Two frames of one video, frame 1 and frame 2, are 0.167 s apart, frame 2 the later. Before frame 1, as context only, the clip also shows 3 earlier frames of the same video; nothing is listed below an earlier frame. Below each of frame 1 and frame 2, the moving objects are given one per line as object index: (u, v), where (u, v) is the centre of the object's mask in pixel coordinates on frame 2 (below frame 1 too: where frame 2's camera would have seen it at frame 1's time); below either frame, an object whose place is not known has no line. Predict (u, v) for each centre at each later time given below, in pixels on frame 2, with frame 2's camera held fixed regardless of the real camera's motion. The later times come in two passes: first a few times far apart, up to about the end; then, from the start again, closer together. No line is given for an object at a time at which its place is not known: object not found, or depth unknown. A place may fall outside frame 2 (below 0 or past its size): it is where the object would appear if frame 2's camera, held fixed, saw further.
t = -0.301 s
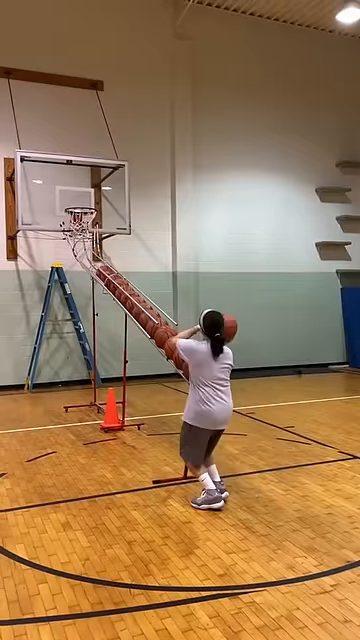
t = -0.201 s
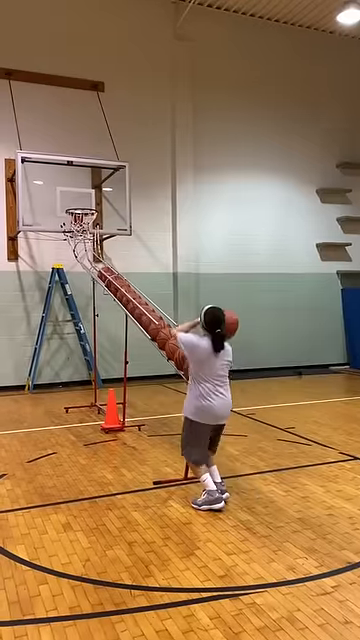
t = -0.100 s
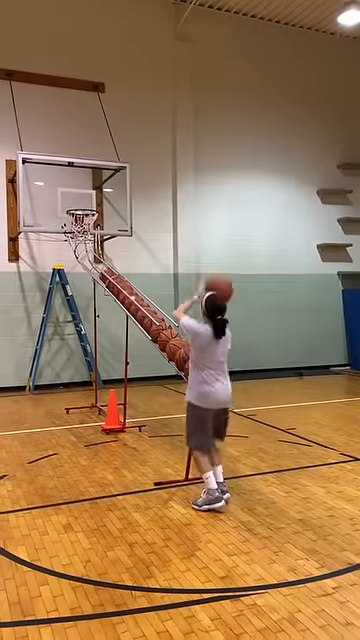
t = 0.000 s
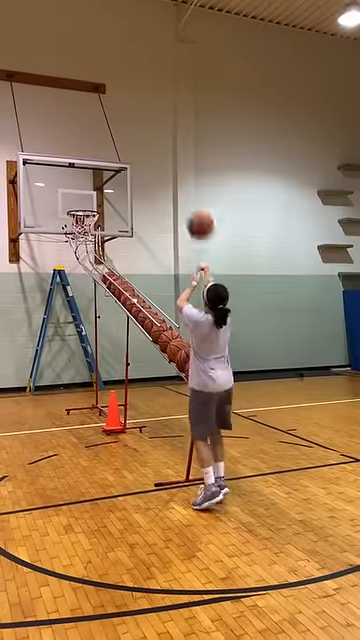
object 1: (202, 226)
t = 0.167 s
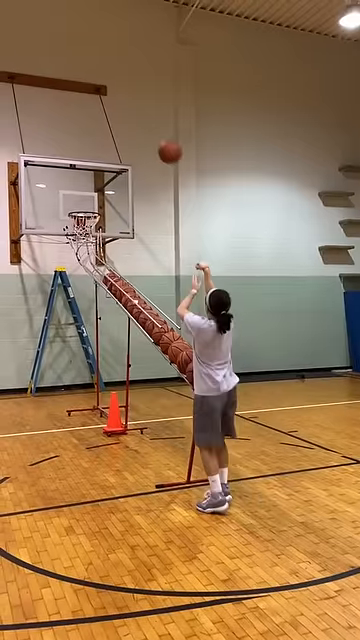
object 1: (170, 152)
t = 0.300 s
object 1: (147, 120)
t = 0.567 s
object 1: (119, 113)
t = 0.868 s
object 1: (94, 166)
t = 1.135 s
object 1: (82, 234)
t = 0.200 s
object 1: (164, 141)
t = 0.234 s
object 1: (156, 135)
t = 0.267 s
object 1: (151, 126)
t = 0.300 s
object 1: (147, 120)
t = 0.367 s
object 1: (139, 112)
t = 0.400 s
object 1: (135, 110)
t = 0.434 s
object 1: (132, 109)
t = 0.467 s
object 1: (129, 108)
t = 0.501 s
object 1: (125, 109)
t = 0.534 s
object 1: (122, 111)
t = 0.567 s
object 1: (119, 113)
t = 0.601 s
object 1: (116, 117)
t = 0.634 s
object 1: (113, 121)
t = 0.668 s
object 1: (110, 125)
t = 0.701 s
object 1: (107, 131)
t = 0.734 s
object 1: (104, 136)
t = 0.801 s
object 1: (99, 150)
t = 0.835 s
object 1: (98, 158)
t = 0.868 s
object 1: (94, 166)
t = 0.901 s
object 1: (92, 175)
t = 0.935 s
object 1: (89, 185)
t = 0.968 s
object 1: (88, 194)
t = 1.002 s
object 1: (86, 203)
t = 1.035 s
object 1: (86, 211)
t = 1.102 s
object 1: (80, 228)
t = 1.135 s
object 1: (82, 234)
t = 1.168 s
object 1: (82, 238)
